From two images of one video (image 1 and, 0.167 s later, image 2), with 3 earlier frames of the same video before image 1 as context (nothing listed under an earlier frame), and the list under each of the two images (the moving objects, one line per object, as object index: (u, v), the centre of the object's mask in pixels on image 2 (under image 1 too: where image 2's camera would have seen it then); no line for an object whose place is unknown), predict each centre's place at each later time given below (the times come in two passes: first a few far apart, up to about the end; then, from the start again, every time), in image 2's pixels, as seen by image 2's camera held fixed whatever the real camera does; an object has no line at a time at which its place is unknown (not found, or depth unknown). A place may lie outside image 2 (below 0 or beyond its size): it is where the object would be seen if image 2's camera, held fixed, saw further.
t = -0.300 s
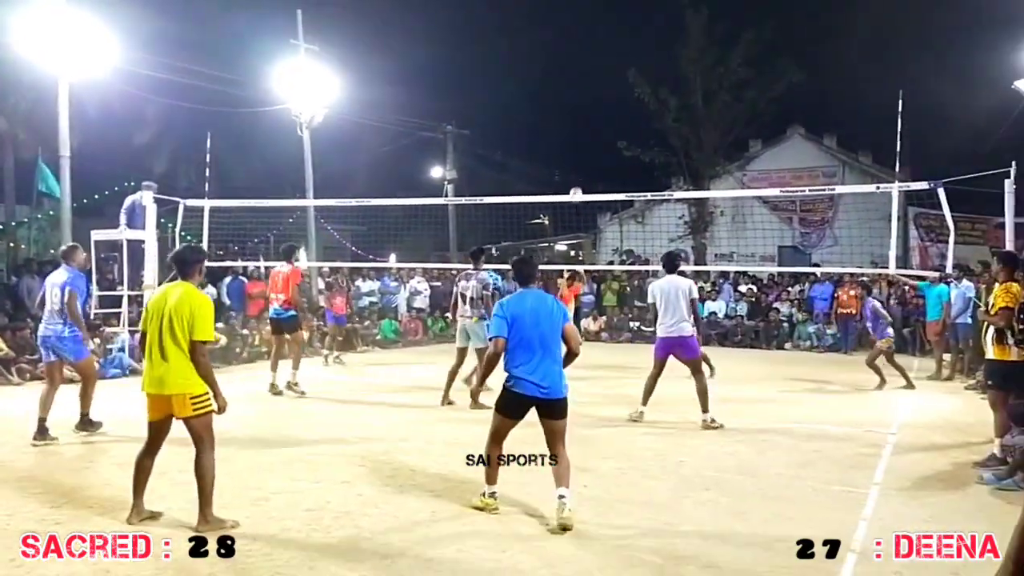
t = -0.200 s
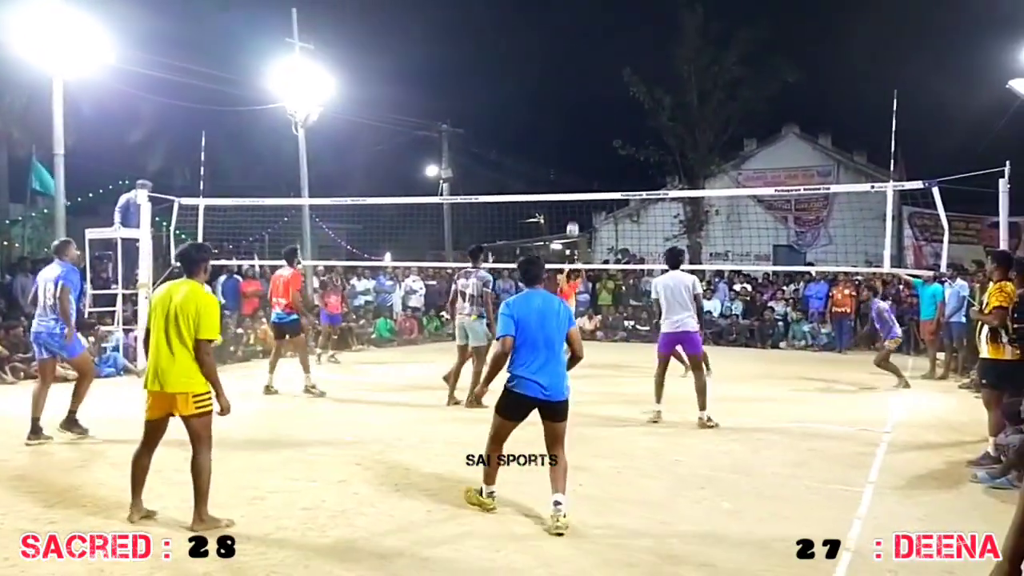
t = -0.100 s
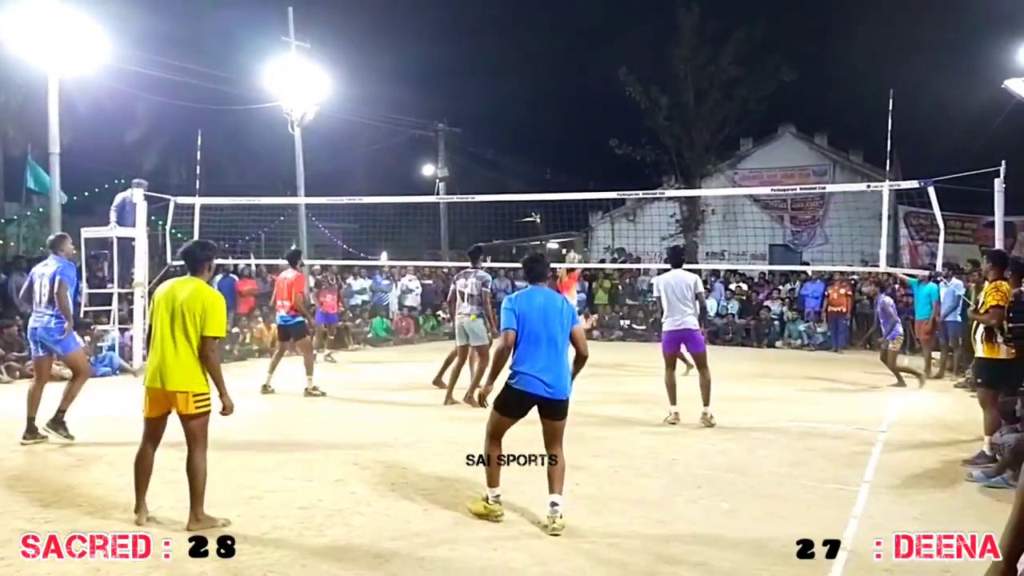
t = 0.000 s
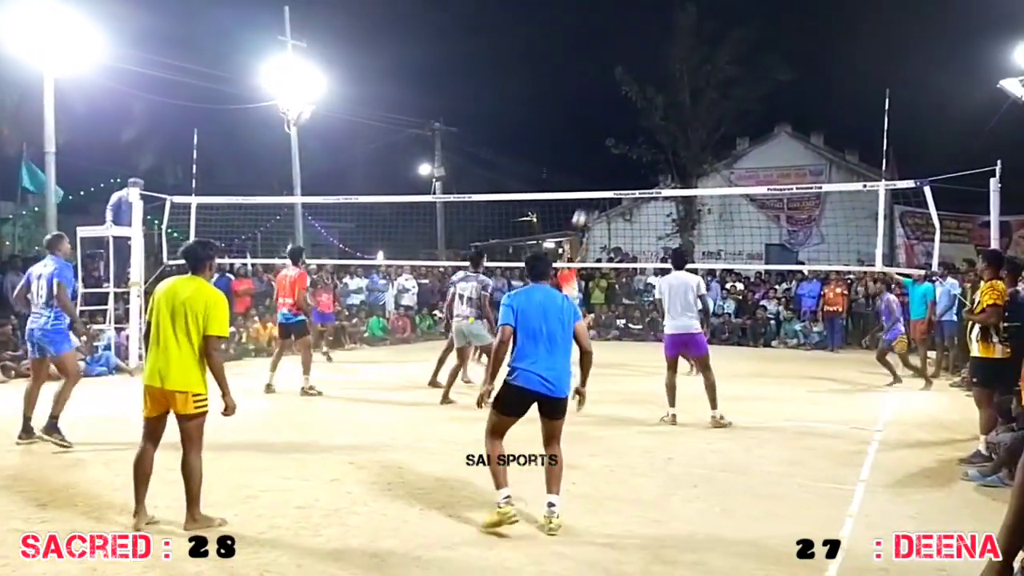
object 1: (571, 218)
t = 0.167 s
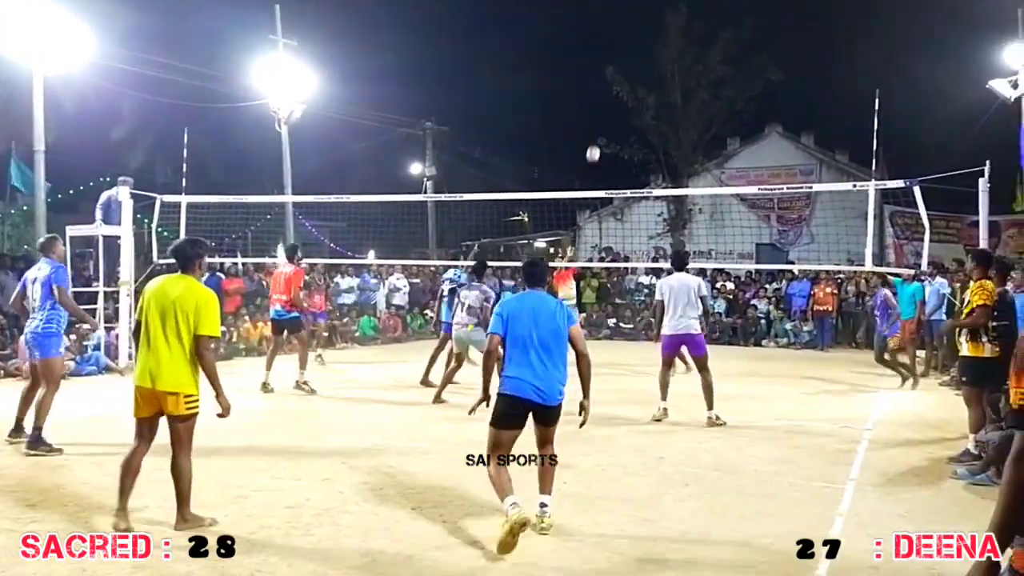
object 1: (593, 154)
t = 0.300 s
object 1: (612, 112)
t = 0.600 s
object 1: (657, 52)
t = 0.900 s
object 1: (707, 48)
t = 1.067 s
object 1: (738, 74)
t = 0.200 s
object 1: (598, 142)
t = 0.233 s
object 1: (602, 132)
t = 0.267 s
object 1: (607, 122)
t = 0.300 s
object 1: (612, 112)
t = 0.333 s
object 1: (617, 103)
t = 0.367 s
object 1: (621, 94)
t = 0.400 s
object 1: (627, 87)
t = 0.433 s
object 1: (631, 79)
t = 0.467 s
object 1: (636, 73)
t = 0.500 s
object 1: (641, 67)
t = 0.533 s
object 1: (646, 61)
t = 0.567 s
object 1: (652, 56)
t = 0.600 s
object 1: (657, 52)
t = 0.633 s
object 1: (662, 49)
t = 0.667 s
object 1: (668, 46)
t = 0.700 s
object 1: (673, 45)
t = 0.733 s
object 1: (679, 43)
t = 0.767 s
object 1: (684, 43)
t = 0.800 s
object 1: (690, 43)
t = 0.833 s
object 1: (696, 44)
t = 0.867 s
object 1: (702, 46)
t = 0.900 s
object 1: (707, 48)
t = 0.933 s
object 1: (714, 52)
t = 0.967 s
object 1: (720, 56)
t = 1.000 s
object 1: (725, 61)
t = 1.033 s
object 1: (732, 67)
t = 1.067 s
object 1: (738, 74)
